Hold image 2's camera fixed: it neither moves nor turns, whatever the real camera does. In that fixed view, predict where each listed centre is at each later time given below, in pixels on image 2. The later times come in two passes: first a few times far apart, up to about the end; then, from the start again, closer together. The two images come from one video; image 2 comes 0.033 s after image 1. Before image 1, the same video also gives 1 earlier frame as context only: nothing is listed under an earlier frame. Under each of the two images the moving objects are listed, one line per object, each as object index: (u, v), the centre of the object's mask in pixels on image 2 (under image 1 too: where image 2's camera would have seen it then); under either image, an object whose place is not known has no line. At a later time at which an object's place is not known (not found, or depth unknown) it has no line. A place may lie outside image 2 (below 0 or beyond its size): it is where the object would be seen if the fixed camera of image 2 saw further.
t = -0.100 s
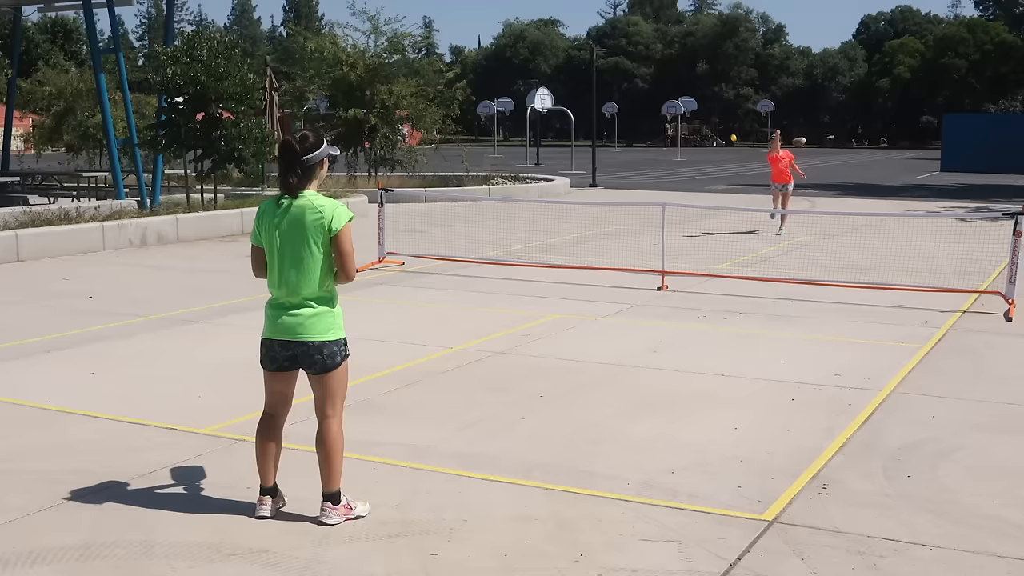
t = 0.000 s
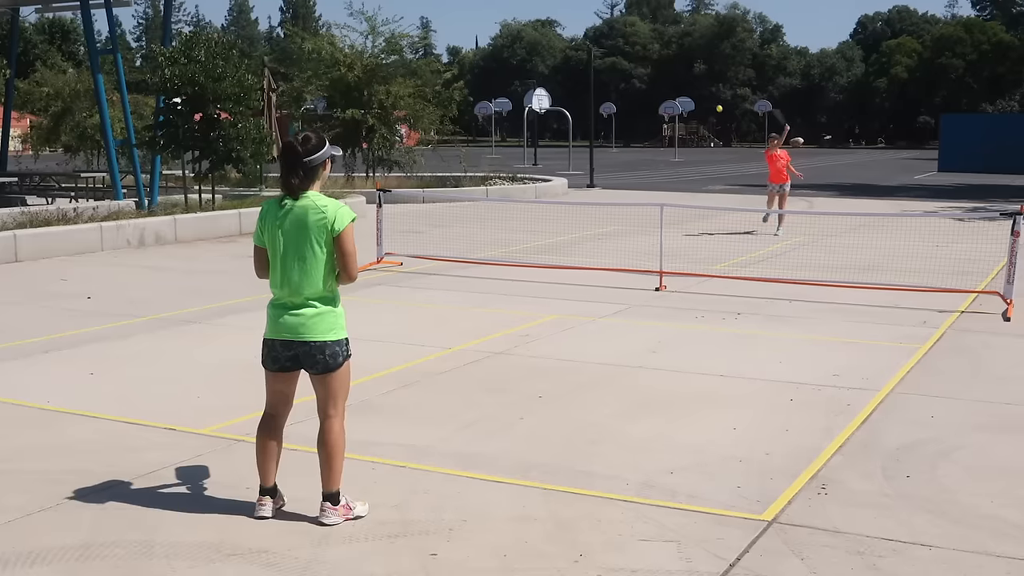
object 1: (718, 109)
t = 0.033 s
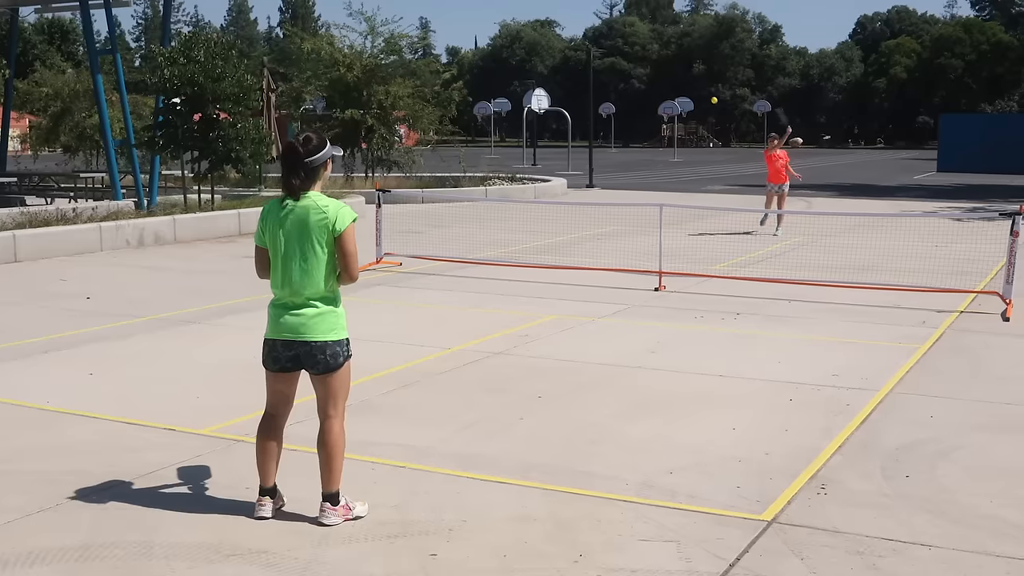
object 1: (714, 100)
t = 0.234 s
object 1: (685, 65)
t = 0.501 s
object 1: (635, 76)
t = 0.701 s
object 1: (585, 148)
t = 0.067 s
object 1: (709, 92)
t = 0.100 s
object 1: (705, 85)
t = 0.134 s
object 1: (700, 79)
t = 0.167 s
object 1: (695, 74)
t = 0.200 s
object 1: (690, 69)
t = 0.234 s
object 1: (685, 65)
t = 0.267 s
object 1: (679, 63)
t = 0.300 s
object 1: (674, 61)
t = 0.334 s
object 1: (668, 60)
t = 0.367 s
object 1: (662, 61)
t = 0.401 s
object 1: (656, 62)
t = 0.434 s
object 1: (649, 65)
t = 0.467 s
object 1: (642, 70)
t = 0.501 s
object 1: (635, 76)
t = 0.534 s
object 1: (627, 83)
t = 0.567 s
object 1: (620, 92)
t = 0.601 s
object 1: (612, 103)
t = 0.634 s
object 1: (603, 116)
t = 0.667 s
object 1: (595, 131)
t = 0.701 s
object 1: (585, 148)
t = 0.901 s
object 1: (517, 301)
